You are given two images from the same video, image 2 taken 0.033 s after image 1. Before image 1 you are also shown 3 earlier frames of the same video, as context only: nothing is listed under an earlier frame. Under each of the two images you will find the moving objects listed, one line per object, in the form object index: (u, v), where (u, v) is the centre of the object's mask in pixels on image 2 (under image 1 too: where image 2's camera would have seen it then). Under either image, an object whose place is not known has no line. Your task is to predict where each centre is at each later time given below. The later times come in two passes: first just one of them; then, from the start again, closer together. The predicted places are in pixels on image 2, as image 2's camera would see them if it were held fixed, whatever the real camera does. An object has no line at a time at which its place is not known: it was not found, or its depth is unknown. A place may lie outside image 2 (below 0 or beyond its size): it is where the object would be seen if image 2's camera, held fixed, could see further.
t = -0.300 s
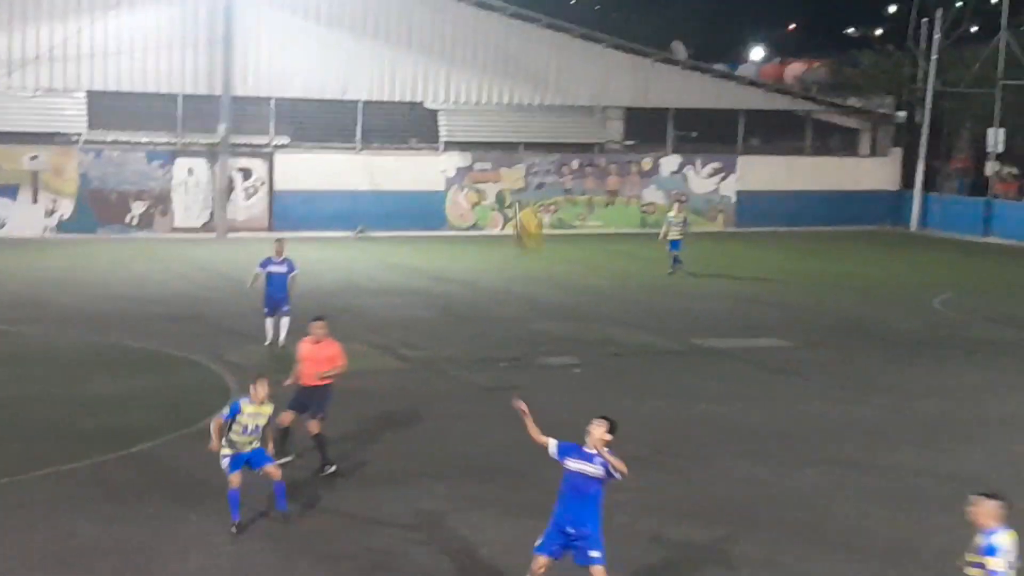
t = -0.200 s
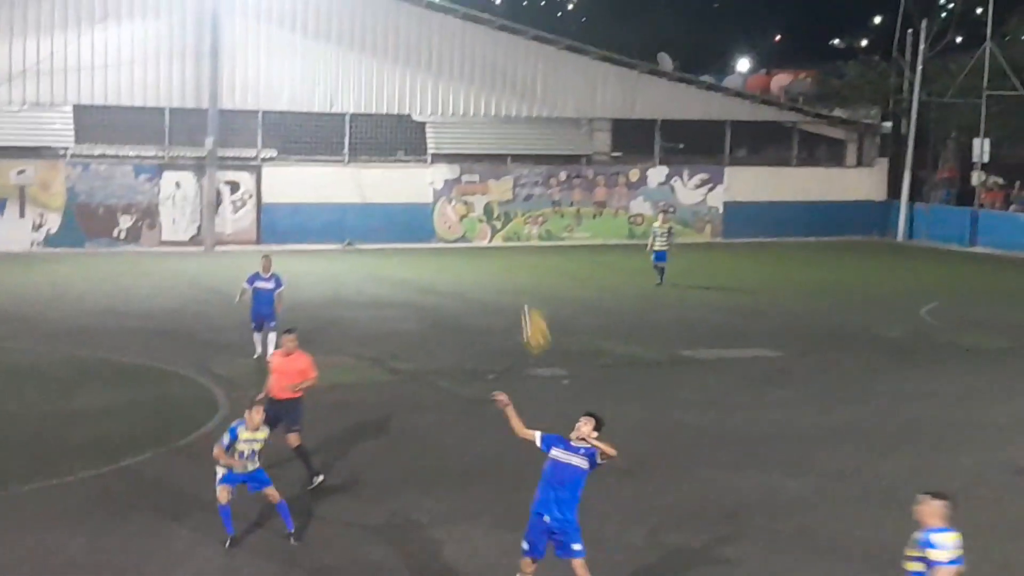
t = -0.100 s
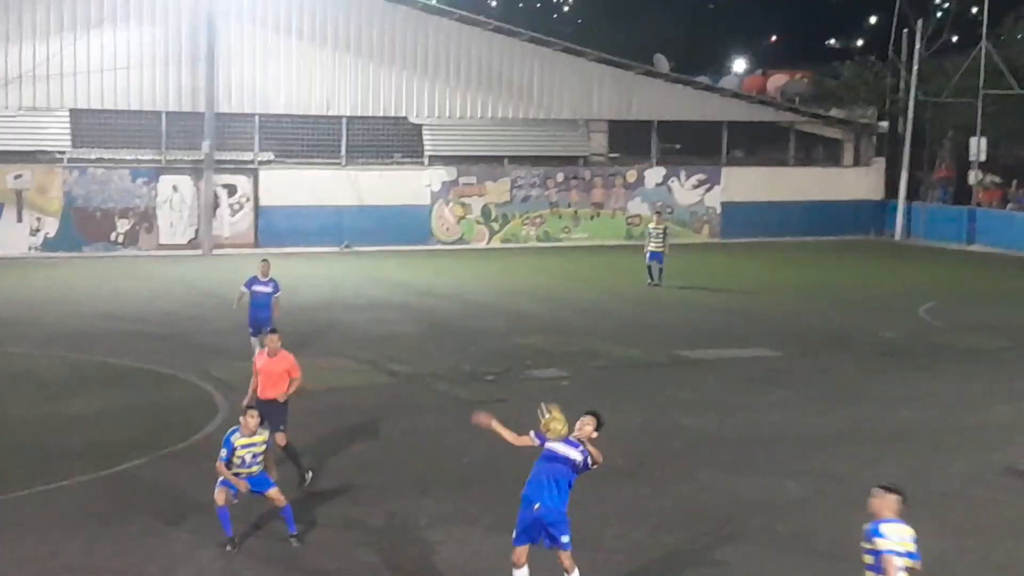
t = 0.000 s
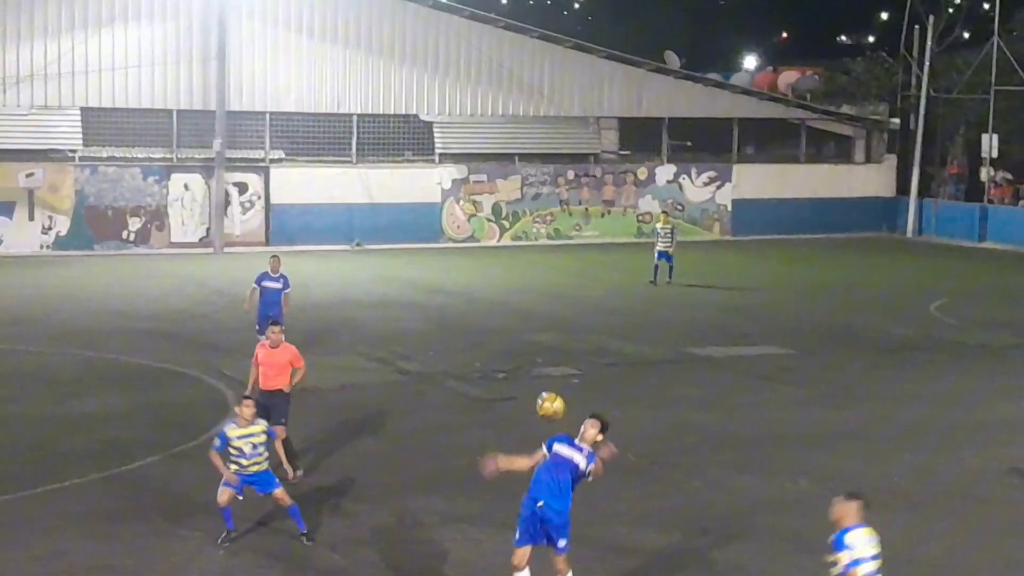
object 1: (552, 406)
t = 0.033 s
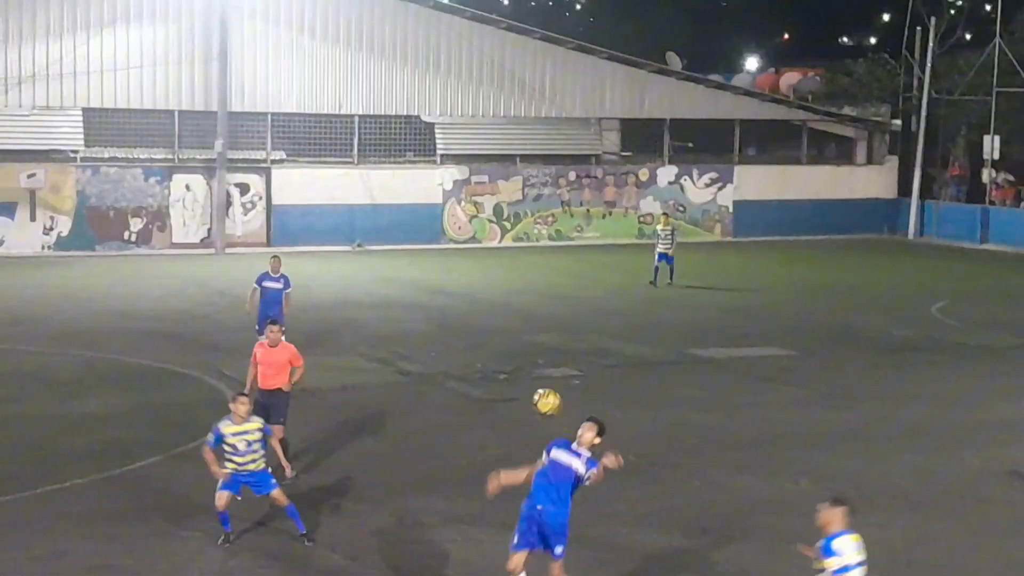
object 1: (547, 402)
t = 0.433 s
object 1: (490, 454)
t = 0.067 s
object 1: (542, 398)
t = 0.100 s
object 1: (537, 396)
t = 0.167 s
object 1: (523, 396)
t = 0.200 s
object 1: (525, 398)
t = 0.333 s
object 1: (510, 423)
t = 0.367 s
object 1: (502, 431)
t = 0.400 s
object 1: (491, 443)
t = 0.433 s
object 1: (490, 454)
